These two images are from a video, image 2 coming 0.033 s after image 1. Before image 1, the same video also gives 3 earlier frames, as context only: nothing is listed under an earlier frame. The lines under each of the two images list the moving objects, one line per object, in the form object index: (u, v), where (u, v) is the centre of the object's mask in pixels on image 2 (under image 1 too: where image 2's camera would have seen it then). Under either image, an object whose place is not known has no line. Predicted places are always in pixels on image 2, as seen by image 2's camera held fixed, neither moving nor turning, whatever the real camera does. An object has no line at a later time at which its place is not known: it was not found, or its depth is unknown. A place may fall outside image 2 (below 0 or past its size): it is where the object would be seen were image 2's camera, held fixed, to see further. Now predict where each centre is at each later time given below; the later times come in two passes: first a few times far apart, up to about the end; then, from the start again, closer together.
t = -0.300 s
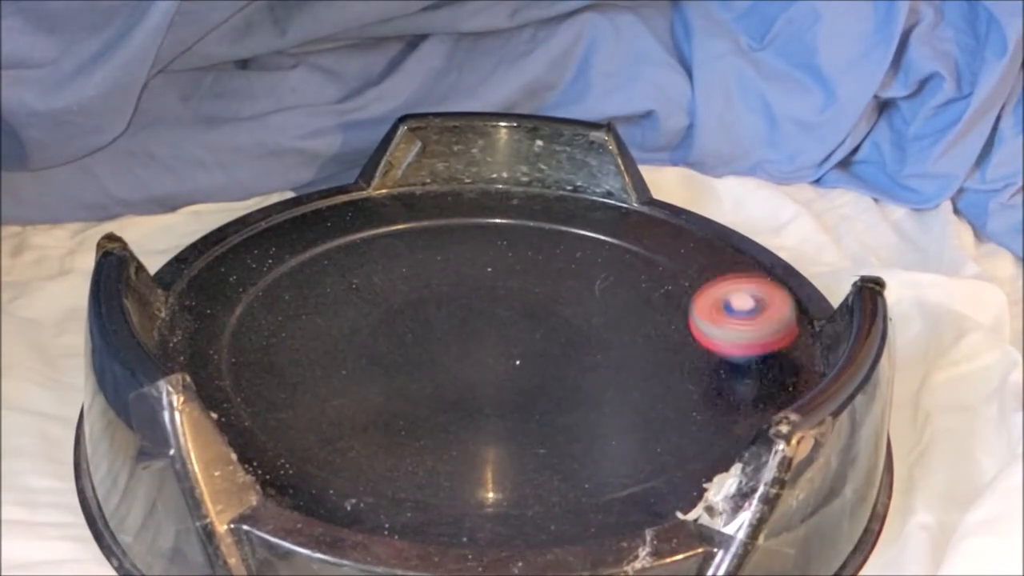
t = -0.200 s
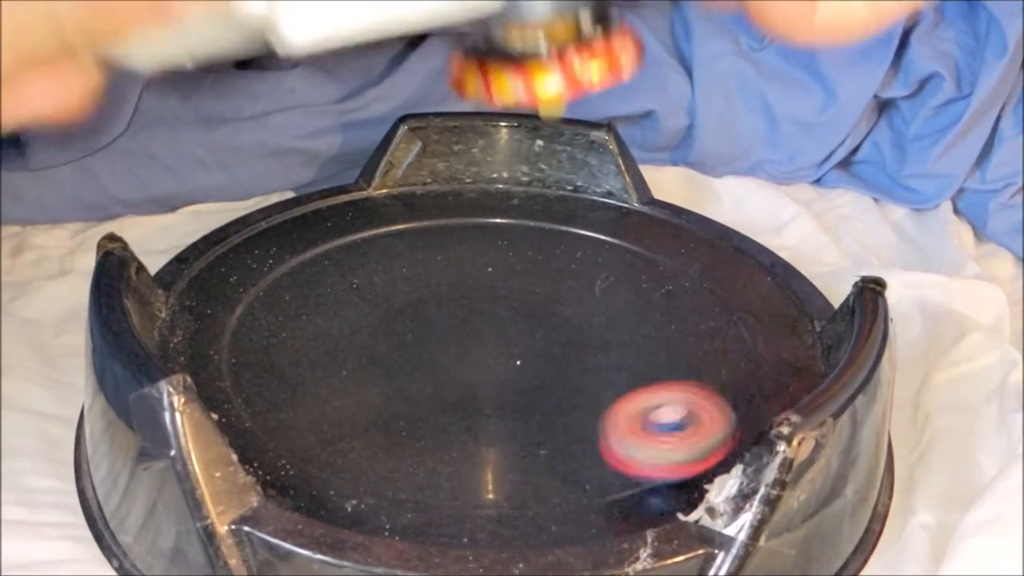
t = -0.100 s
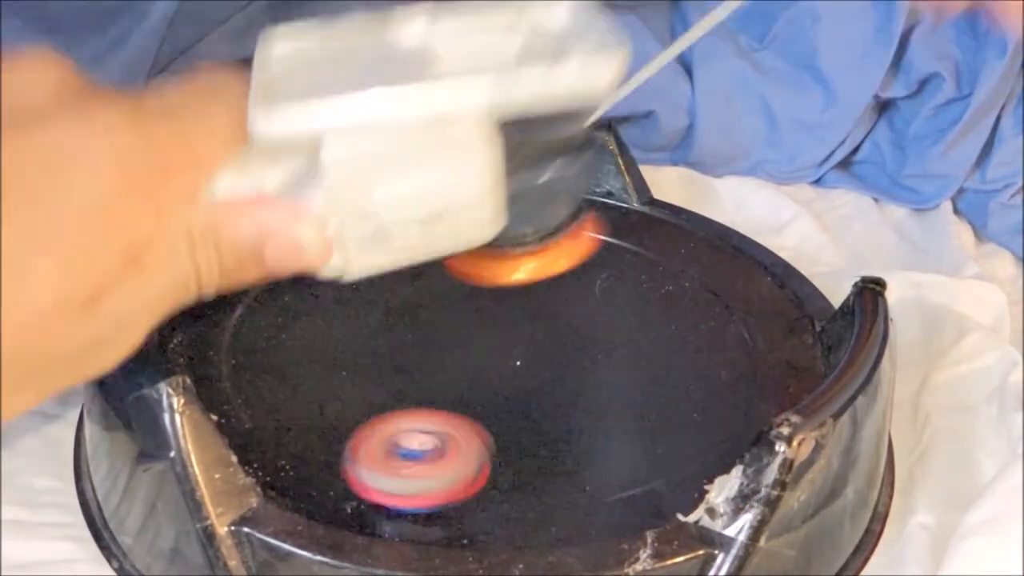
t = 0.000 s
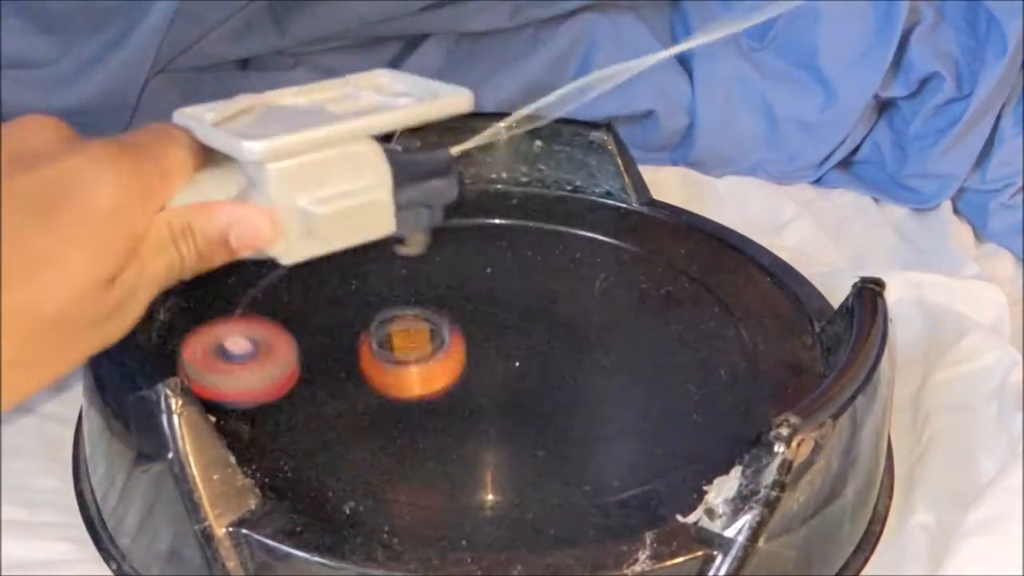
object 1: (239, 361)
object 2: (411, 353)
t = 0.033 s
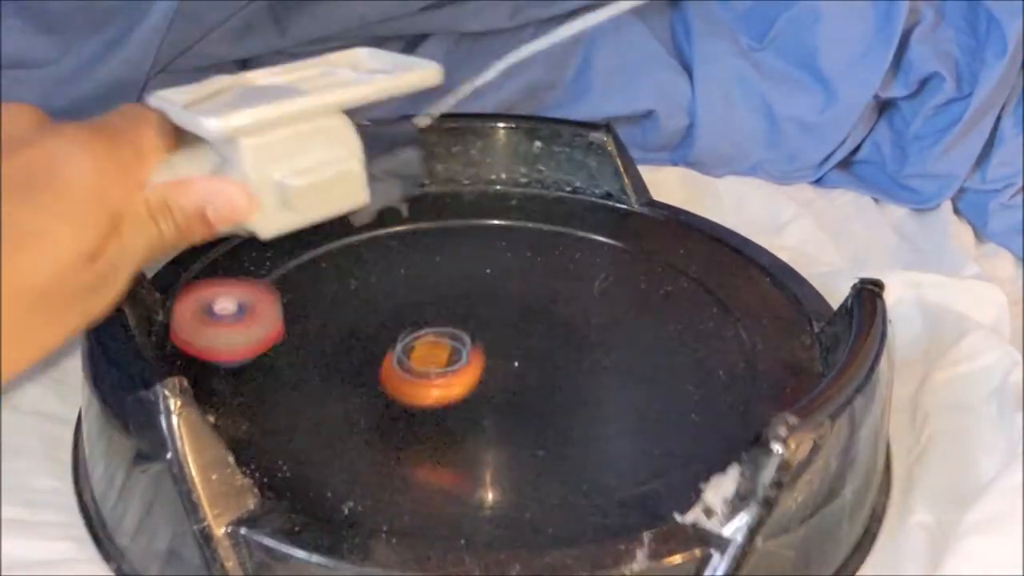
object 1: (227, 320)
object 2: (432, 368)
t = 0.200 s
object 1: (416, 184)
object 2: (543, 269)
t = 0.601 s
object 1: (691, 350)
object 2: (436, 407)
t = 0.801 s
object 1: (563, 387)
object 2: (256, 413)
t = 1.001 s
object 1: (475, 327)
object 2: (356, 324)
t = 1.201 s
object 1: (626, 263)
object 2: (414, 264)
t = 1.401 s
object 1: (737, 312)
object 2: (497, 282)
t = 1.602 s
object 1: (539, 412)
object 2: (548, 312)
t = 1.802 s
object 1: (297, 314)
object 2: (551, 325)
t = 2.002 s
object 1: (357, 192)
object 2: (526, 313)
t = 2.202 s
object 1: (496, 210)
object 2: (486, 284)
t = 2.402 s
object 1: (613, 332)
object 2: (413, 319)
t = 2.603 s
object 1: (444, 440)
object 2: (512, 401)
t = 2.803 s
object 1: (215, 346)
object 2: (665, 381)
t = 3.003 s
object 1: (326, 243)
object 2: (683, 257)
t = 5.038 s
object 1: (611, 407)
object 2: (460, 426)
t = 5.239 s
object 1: (772, 306)
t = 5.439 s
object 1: (719, 237)
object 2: (362, 234)
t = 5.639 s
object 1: (652, 238)
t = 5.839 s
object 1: (716, 286)
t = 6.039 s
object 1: (712, 332)
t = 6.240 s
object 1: (632, 373)
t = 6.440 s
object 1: (594, 331)
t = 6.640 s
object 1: (662, 270)
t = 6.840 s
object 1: (609, 276)
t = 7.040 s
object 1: (529, 265)
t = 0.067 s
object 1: (240, 278)
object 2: (459, 322)
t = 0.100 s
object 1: (276, 250)
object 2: (486, 297)
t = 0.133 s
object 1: (318, 224)
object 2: (510, 293)
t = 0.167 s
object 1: (367, 202)
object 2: (530, 297)
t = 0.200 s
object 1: (416, 184)
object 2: (543, 269)
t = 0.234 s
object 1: (474, 182)
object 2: (554, 262)
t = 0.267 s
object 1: (531, 185)
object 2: (559, 246)
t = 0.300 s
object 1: (583, 185)
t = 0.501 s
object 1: (778, 284)
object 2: (451, 365)
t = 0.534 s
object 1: (755, 303)
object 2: (441, 381)
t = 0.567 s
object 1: (725, 333)
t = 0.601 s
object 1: (691, 350)
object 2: (436, 407)
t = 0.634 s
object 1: (650, 369)
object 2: (442, 418)
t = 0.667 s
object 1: (602, 387)
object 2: (454, 427)
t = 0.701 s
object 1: (567, 392)
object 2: (437, 431)
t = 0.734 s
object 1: (571, 393)
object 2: (365, 434)
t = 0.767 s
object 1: (570, 392)
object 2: (301, 424)
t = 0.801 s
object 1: (563, 387)
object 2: (256, 413)
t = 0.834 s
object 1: (549, 382)
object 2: (248, 392)
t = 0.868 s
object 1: (529, 376)
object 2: (252, 385)
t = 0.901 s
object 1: (504, 368)
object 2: (278, 369)
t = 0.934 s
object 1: (481, 356)
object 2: (310, 355)
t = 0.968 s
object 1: (463, 341)
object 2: (348, 343)
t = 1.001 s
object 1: (475, 327)
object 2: (356, 324)
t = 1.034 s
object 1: (499, 311)
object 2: (356, 306)
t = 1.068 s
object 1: (525, 297)
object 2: (361, 290)
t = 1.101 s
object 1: (551, 285)
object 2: (372, 279)
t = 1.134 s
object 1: (577, 274)
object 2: (385, 271)
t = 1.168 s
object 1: (602, 267)
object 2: (400, 267)
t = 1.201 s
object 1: (626, 263)
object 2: (414, 264)
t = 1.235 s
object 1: (650, 263)
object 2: (429, 265)
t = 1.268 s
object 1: (674, 265)
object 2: (443, 267)
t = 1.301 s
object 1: (696, 271)
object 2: (457, 270)
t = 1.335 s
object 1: (716, 280)
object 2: (471, 273)
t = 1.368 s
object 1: (732, 293)
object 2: (484, 278)
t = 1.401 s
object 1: (737, 312)
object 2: (497, 282)
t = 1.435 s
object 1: (734, 333)
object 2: (508, 287)
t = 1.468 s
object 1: (718, 355)
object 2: (519, 293)
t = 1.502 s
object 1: (689, 376)
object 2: (529, 298)
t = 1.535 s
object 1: (648, 394)
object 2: (536, 303)
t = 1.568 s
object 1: (597, 407)
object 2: (543, 308)
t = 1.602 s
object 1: (539, 412)
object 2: (548, 312)
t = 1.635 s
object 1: (481, 408)
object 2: (551, 316)
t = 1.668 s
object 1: (427, 397)
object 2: (553, 319)
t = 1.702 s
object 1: (379, 378)
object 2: (554, 322)
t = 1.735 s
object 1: (339, 355)
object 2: (554, 324)
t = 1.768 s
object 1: (322, 341)
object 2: (553, 324)
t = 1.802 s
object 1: (297, 314)
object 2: (551, 325)
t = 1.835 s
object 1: (283, 287)
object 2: (548, 325)
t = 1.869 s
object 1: (278, 260)
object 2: (545, 324)
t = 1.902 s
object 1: (286, 236)
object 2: (541, 322)
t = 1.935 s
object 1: (310, 217)
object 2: (537, 320)
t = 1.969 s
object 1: (333, 206)
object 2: (532, 317)
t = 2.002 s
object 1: (357, 192)
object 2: (526, 313)
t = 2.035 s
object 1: (380, 179)
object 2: (522, 310)
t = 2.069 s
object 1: (400, 181)
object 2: (517, 305)
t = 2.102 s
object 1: (419, 190)
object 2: (512, 301)
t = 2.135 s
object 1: (442, 193)
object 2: (505, 294)
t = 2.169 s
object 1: (467, 201)
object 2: (497, 288)
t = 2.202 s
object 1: (496, 210)
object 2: (486, 284)
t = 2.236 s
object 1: (525, 221)
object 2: (473, 281)
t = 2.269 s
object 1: (553, 236)
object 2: (459, 281)
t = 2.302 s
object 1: (577, 257)
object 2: (444, 286)
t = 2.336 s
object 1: (596, 280)
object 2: (430, 294)
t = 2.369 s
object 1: (609, 306)
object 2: (419, 306)
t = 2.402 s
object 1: (613, 332)
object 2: (413, 319)
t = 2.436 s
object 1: (608, 358)
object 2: (412, 335)
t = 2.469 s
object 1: (593, 382)
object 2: (417, 353)
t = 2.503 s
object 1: (570, 404)
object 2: (429, 369)
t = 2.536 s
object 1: (536, 422)
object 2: (444, 383)
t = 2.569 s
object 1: (495, 435)
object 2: (460, 381)
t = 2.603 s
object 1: (444, 440)
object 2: (512, 401)
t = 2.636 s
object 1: (395, 438)
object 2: (530, 413)
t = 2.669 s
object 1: (344, 431)
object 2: (561, 415)
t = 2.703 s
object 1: (299, 413)
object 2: (591, 412)
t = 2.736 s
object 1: (266, 394)
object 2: (619, 405)
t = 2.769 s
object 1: (241, 369)
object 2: (644, 395)
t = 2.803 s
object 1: (215, 346)
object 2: (665, 381)
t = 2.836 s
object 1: (206, 325)
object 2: (682, 363)
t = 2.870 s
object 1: (216, 303)
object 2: (693, 345)
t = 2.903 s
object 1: (233, 283)
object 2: (699, 324)
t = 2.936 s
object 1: (256, 267)
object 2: (700, 302)
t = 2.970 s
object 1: (289, 254)
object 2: (695, 281)
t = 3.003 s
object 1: (326, 243)
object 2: (683, 257)
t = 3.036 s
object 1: (365, 235)
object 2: (658, 239)
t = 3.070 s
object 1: (408, 231)
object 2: (630, 225)
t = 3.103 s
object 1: (451, 228)
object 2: (598, 210)
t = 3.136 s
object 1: (494, 231)
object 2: (562, 199)
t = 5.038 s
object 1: (611, 407)
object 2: (460, 426)
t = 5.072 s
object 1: (681, 384)
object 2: (361, 382)
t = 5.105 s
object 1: (710, 369)
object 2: (309, 368)
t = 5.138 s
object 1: (735, 355)
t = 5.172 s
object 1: (754, 341)
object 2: (211, 347)
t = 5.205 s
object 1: (764, 321)
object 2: (203, 329)
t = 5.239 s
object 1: (772, 306)
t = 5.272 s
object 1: (778, 298)
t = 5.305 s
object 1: (783, 286)
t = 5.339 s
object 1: (785, 265)
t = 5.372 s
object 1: (766, 250)
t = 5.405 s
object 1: (745, 244)
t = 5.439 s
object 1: (719, 237)
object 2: (362, 234)
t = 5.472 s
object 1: (692, 230)
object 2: (409, 205)
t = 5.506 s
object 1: (665, 225)
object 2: (454, 184)
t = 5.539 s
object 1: (638, 221)
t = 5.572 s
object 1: (624, 219)
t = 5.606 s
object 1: (625, 226)
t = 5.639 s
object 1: (652, 238)
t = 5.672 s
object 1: (675, 249)
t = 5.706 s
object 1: (686, 256)
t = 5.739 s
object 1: (697, 262)
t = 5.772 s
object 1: (706, 269)
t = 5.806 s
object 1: (712, 278)
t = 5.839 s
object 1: (716, 286)
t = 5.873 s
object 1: (719, 294)
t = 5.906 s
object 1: (721, 303)
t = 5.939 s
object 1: (720, 310)
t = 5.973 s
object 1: (719, 318)
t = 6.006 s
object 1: (716, 325)
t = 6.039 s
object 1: (712, 332)
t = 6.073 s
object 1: (707, 337)
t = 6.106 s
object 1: (700, 345)
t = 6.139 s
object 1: (692, 351)
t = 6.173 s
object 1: (682, 357)
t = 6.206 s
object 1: (659, 367)
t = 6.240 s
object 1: (632, 373)
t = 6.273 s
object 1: (601, 377)
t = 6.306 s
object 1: (569, 376)
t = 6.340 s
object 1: (538, 371)
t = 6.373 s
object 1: (520, 358)
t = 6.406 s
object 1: (559, 338)
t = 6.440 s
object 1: (594, 331)
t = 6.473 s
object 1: (620, 315)
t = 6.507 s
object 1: (640, 300)
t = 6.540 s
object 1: (652, 288)
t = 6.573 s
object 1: (659, 280)
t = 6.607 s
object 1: (662, 274)
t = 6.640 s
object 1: (662, 270)
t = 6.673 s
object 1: (659, 267)
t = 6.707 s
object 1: (653, 266)
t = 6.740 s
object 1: (645, 267)
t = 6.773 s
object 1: (635, 269)
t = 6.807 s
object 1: (623, 272)
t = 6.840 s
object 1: (609, 276)
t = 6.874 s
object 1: (595, 281)
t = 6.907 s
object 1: (578, 286)
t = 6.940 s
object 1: (566, 278)
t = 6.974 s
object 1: (554, 271)
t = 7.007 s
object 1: (542, 267)
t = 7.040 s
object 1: (529, 265)
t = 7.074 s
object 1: (516, 266)
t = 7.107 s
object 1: (504, 266)
